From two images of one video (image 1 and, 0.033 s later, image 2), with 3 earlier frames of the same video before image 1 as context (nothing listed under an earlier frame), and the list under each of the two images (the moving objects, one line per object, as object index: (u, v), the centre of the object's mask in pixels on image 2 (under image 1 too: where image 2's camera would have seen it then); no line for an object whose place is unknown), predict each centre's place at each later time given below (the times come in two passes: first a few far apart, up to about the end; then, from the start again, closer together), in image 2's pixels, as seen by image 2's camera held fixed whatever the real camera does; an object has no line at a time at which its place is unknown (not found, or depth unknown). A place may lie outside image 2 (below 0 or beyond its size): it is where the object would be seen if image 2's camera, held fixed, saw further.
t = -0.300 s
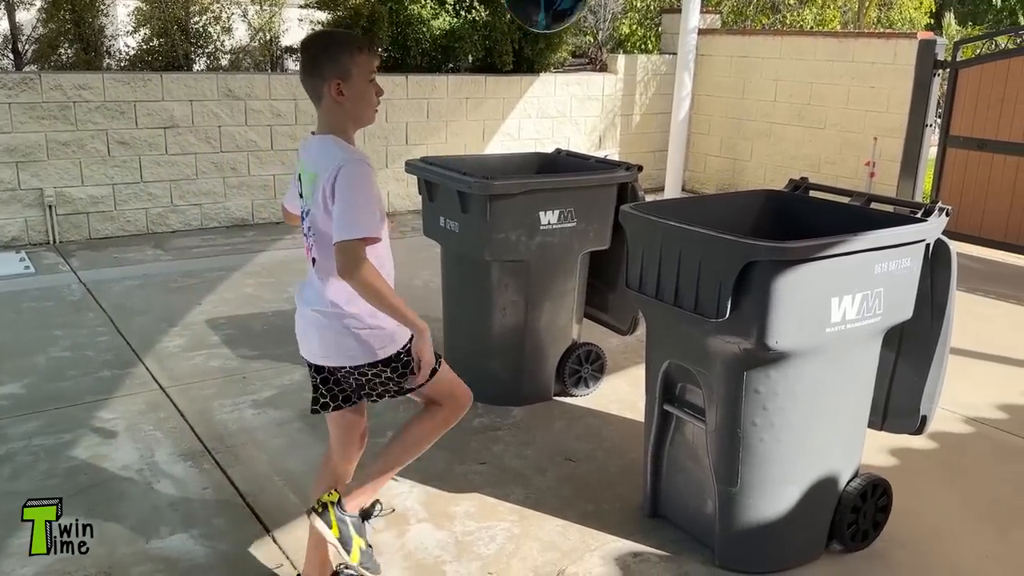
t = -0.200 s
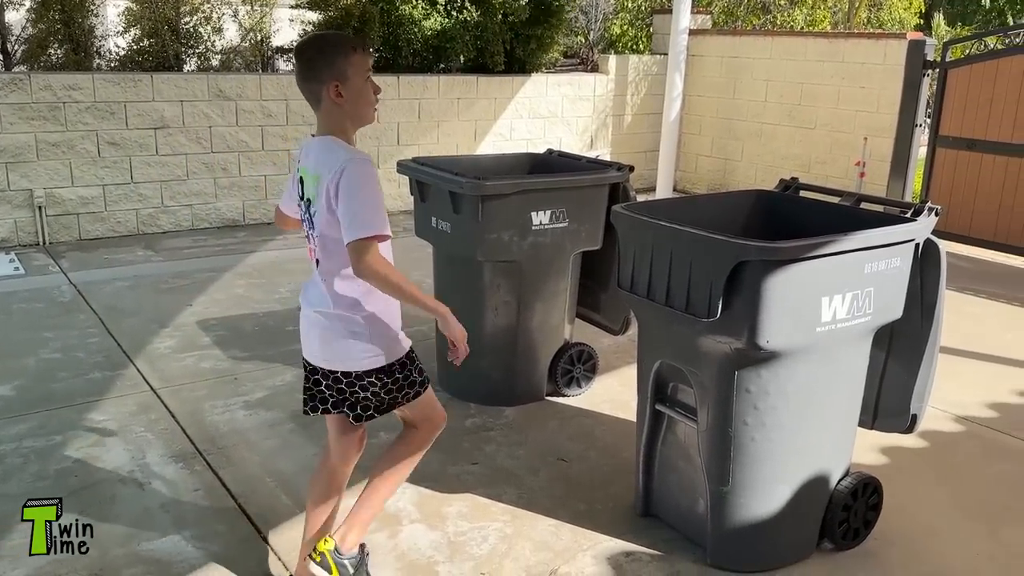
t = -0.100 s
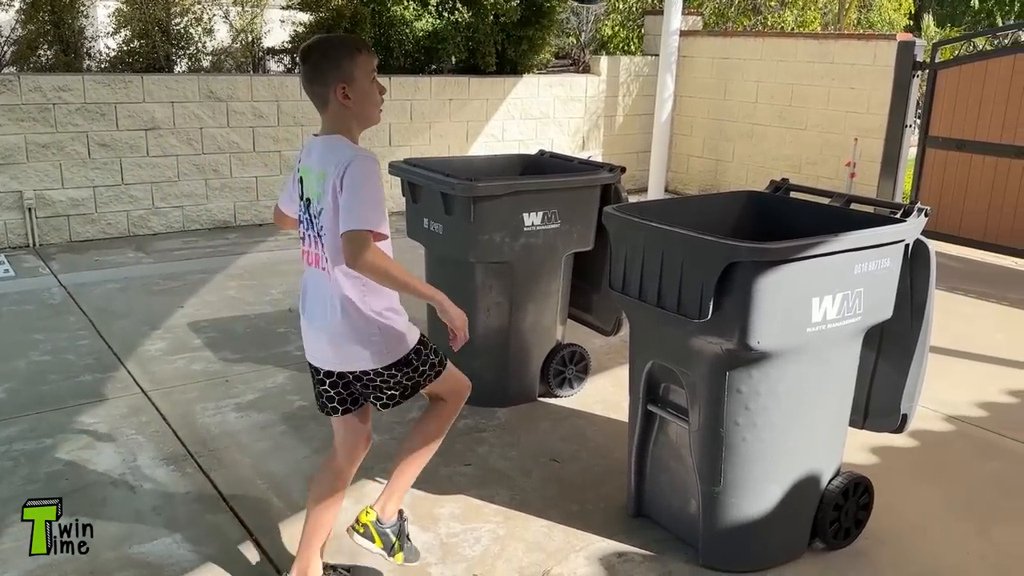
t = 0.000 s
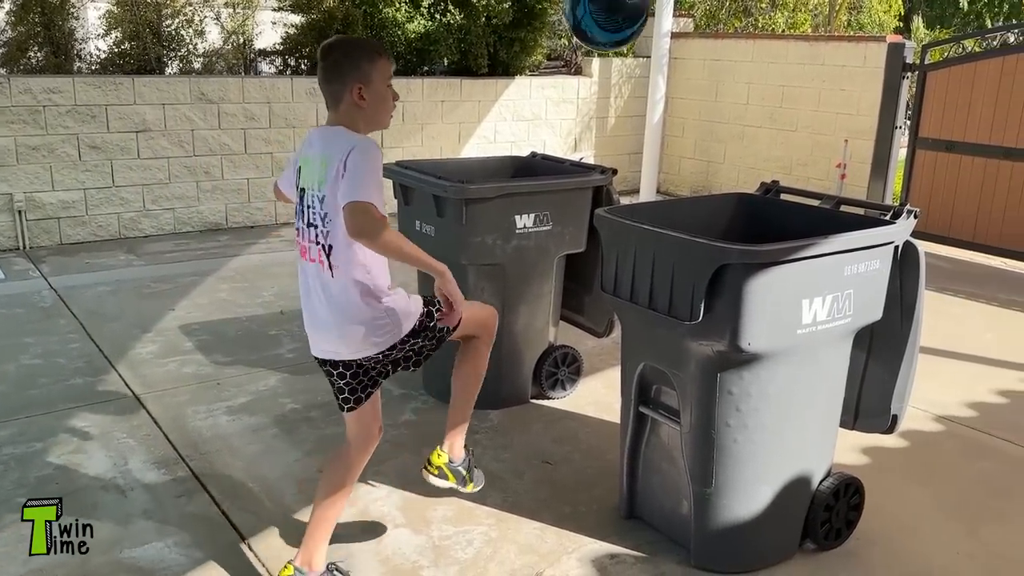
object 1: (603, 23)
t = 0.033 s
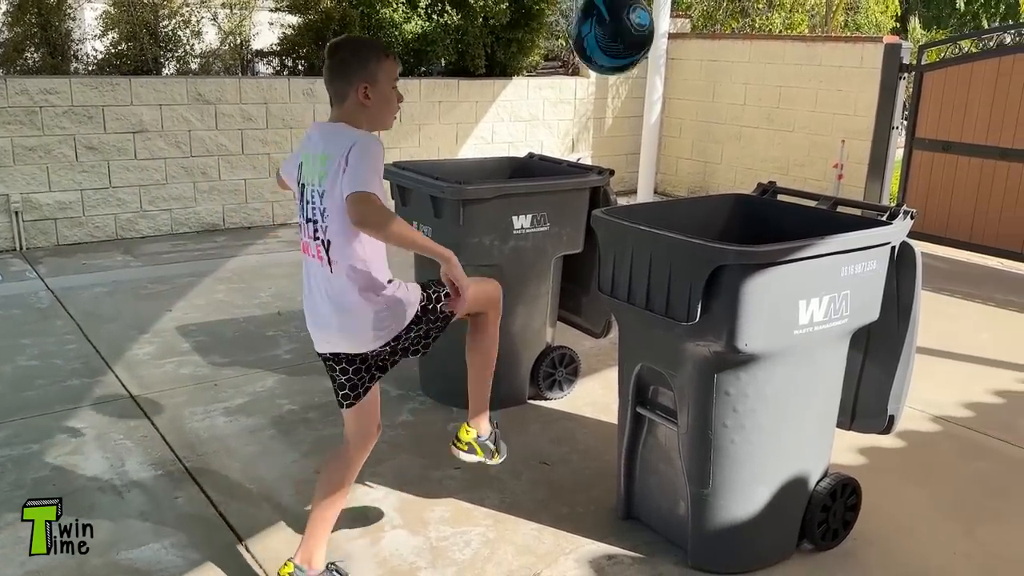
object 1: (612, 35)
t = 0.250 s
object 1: (660, 152)
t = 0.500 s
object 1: (737, 34)
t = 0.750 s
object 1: (791, 123)
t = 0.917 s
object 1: (780, 219)
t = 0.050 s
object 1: (616, 44)
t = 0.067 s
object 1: (619, 58)
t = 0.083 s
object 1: (623, 73)
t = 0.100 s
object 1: (626, 88)
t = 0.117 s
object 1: (629, 104)
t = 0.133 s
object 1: (632, 121)
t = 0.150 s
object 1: (635, 138)
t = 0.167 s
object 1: (638, 156)
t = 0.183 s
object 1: (641, 174)
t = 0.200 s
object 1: (643, 191)
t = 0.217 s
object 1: (649, 182)
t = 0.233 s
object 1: (654, 167)
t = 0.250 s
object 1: (660, 152)
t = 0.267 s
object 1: (666, 138)
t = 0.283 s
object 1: (671, 125)
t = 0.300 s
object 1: (677, 112)
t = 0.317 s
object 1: (683, 100)
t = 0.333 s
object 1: (688, 89)
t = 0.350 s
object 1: (694, 80)
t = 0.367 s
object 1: (699, 71)
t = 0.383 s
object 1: (704, 63)
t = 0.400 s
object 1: (710, 56)
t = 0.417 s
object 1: (715, 50)
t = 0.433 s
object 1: (719, 45)
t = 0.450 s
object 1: (724, 40)
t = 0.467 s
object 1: (729, 37)
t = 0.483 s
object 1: (733, 35)
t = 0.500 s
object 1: (737, 34)
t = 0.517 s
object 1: (743, 33)
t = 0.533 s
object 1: (747, 34)
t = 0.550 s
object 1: (751, 35)
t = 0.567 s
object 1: (755, 38)
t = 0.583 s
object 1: (759, 41)
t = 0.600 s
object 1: (763, 46)
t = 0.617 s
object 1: (766, 51)
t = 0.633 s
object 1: (770, 57)
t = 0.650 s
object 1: (773, 64)
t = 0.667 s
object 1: (777, 72)
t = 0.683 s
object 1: (779, 81)
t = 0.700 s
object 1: (783, 90)
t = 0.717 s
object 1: (786, 100)
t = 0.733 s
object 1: (789, 112)
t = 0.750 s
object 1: (791, 123)
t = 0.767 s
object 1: (794, 136)
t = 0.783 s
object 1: (796, 149)
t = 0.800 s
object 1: (799, 163)
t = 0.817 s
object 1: (802, 177)
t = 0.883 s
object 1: (792, 210)
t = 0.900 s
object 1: (786, 215)
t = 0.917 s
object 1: (780, 219)
